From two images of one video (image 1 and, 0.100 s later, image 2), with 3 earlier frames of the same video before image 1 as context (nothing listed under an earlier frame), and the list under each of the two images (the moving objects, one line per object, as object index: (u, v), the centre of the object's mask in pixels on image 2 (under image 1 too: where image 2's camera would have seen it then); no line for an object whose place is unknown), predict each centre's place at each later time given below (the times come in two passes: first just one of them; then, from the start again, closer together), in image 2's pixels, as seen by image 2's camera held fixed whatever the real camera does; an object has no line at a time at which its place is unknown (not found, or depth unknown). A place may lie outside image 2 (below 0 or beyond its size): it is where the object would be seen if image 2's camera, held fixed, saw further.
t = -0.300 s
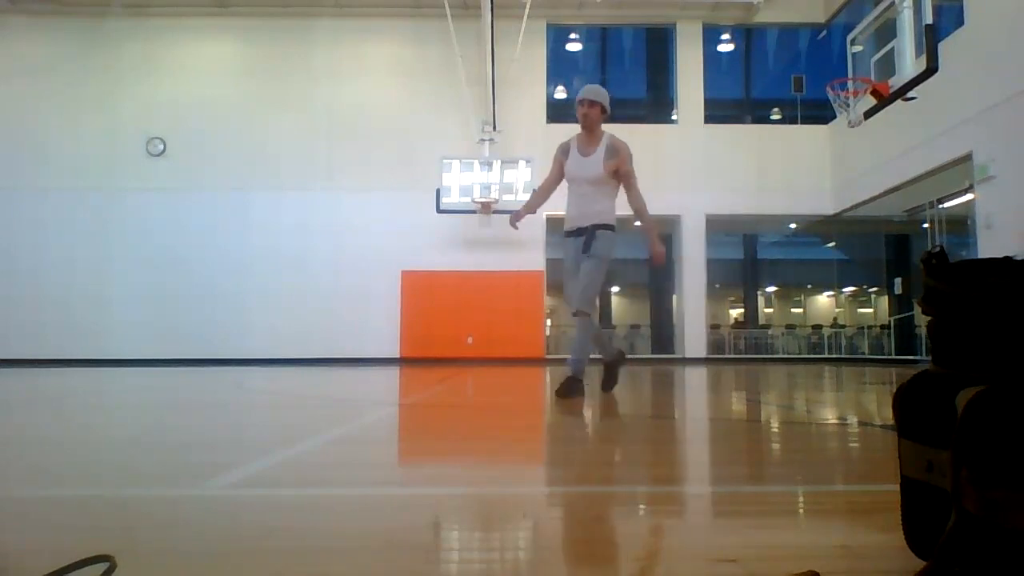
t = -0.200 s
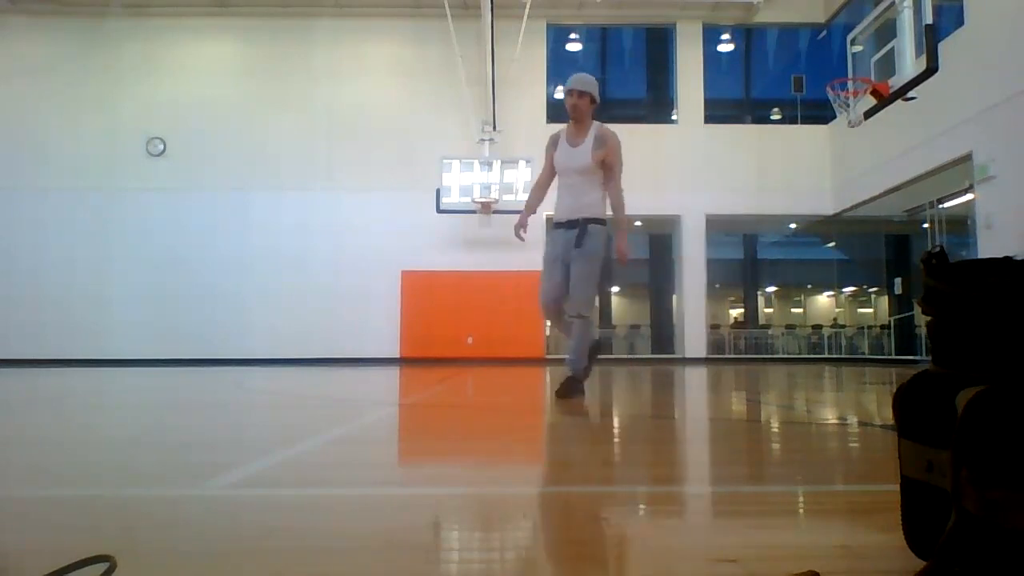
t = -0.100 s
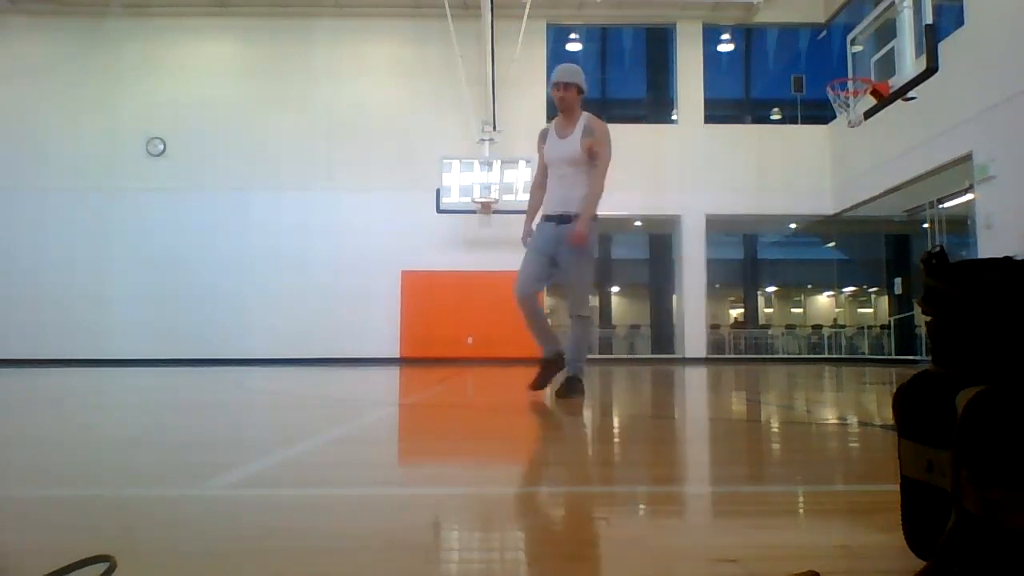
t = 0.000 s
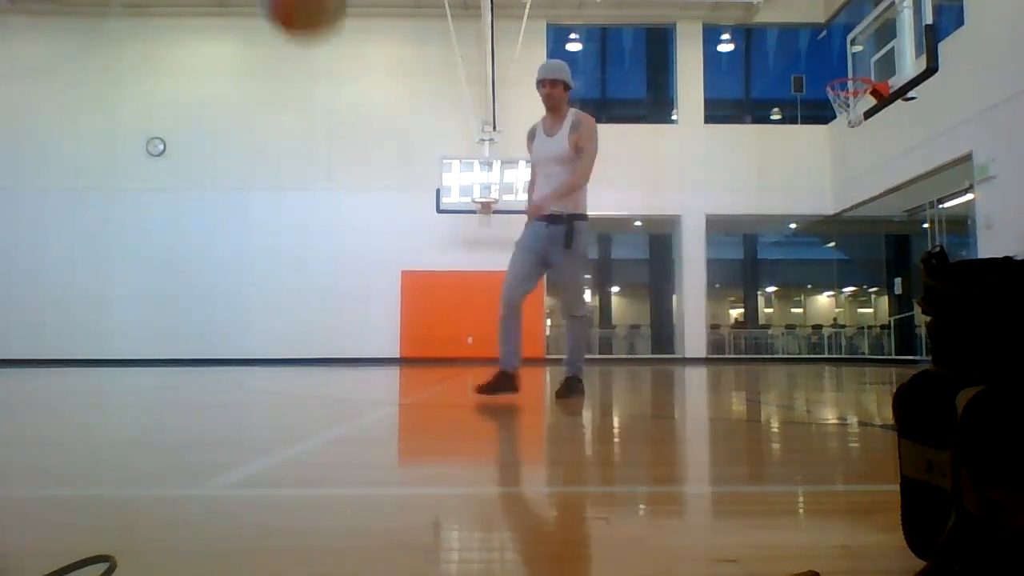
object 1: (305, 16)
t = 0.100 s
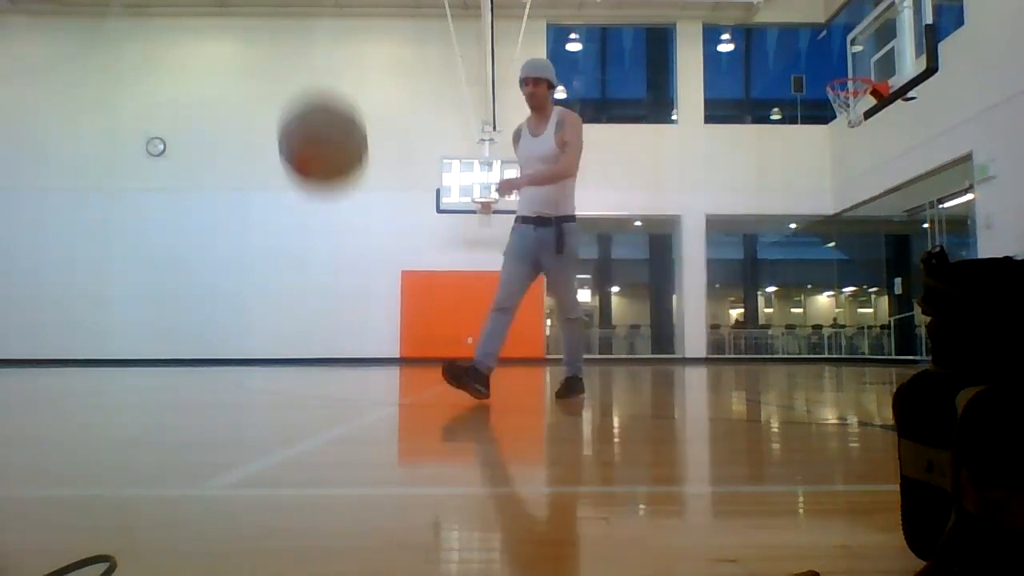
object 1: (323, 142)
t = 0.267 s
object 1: (354, 356)
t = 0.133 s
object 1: (329, 197)
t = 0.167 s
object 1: (335, 261)
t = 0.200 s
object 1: (341, 330)
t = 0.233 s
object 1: (347, 398)
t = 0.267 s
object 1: (354, 356)
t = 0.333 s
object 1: (367, 272)
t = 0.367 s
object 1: (373, 237)
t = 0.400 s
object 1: (380, 205)
